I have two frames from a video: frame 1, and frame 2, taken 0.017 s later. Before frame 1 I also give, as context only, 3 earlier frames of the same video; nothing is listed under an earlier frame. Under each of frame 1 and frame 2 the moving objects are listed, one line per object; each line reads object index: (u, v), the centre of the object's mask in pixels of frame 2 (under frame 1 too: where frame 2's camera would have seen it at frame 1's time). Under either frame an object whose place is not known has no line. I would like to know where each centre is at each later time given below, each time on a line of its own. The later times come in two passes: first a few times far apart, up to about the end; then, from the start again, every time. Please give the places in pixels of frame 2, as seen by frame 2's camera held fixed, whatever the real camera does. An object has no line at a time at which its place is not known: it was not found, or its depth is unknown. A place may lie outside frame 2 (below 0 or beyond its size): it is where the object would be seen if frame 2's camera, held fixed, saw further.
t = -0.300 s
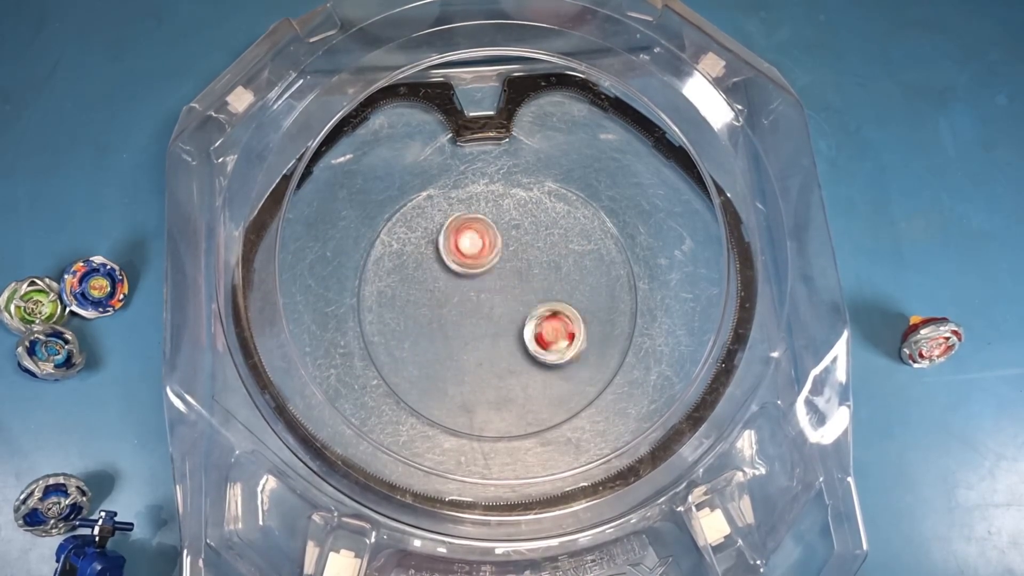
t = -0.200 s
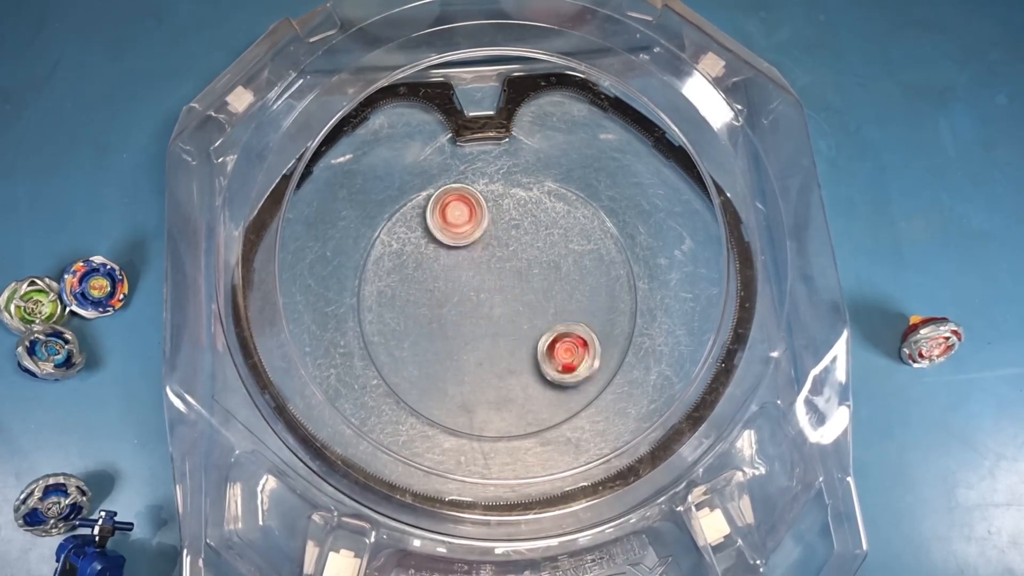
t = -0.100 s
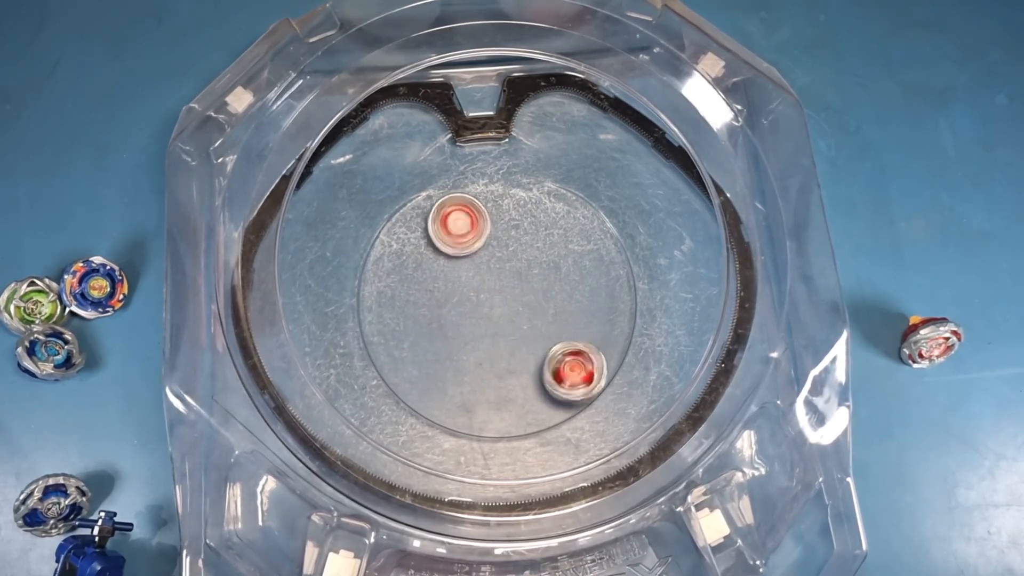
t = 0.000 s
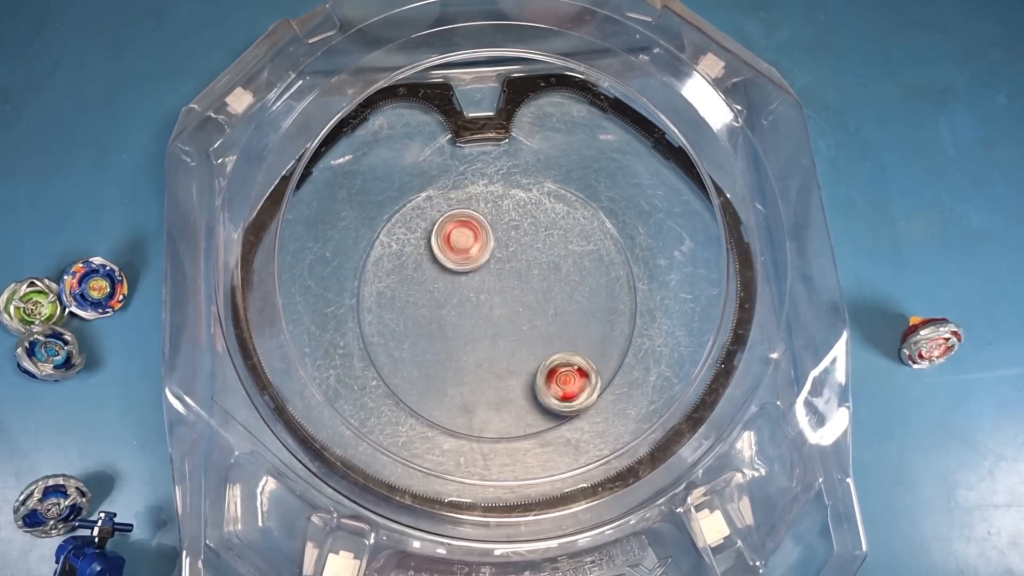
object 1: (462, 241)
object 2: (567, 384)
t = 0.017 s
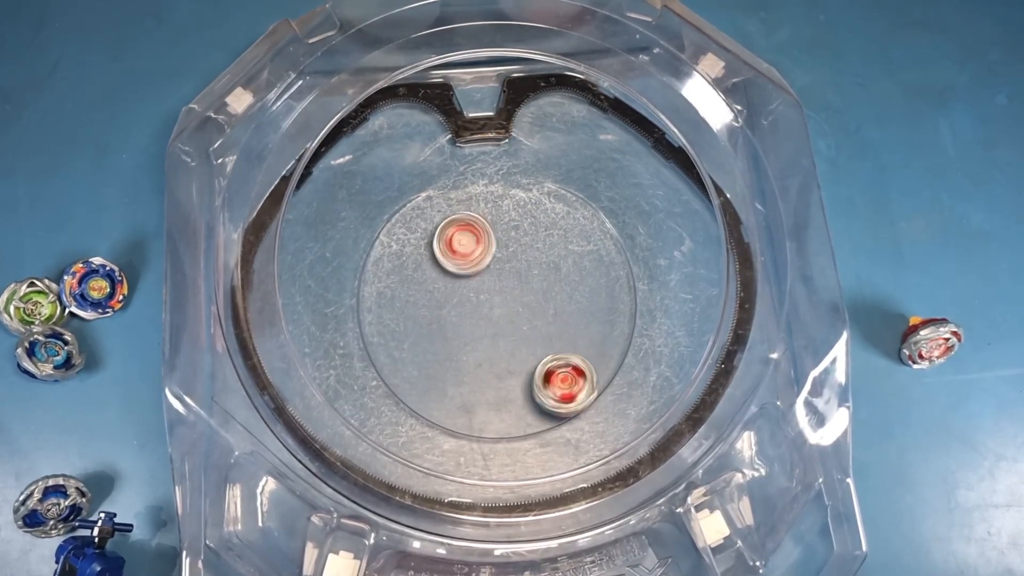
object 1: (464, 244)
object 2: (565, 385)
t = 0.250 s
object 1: (479, 288)
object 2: (512, 362)
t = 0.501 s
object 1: (533, 132)
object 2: (421, 472)
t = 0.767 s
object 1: (536, 146)
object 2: (441, 367)
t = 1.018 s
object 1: (533, 179)
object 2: (519, 268)
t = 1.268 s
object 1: (472, 201)
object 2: (530, 276)
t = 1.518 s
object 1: (419, 213)
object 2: (498, 275)
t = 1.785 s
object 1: (413, 232)
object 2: (504, 276)
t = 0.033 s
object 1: (464, 246)
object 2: (561, 385)
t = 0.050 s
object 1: (466, 250)
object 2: (558, 384)
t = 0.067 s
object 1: (467, 253)
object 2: (554, 383)
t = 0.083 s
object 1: (468, 257)
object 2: (550, 382)
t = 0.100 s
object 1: (470, 259)
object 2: (545, 381)
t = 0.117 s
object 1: (471, 263)
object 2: (541, 379)
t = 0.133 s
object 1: (473, 266)
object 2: (537, 378)
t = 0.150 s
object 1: (473, 269)
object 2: (533, 377)
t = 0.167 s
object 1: (475, 272)
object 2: (529, 374)
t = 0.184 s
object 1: (475, 275)
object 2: (525, 372)
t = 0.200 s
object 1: (477, 279)
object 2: (522, 370)
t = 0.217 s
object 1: (477, 282)
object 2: (518, 368)
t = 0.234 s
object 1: (479, 286)
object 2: (515, 364)
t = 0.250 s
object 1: (479, 288)
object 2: (512, 362)
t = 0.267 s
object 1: (480, 292)
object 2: (509, 359)
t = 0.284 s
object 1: (481, 294)
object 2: (506, 355)
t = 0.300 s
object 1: (484, 289)
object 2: (503, 361)
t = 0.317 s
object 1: (488, 265)
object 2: (491, 390)
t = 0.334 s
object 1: (493, 244)
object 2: (487, 408)
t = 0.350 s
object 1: (498, 224)
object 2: (480, 422)
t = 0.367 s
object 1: (504, 205)
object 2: (472, 434)
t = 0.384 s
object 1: (507, 188)
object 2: (464, 448)
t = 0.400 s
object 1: (514, 174)
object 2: (454, 466)
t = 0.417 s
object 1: (517, 160)
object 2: (446, 481)
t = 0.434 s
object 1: (520, 149)
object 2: (438, 491)
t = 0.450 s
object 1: (523, 140)
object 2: (431, 491)
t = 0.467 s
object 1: (526, 132)
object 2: (429, 487)
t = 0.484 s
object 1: (530, 132)
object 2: (425, 479)
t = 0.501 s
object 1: (533, 132)
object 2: (421, 472)
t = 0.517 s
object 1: (536, 133)
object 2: (417, 465)
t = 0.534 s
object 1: (537, 134)
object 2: (416, 457)
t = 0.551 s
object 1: (540, 136)
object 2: (414, 452)
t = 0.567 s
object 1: (539, 138)
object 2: (410, 442)
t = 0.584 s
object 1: (540, 140)
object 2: (412, 435)
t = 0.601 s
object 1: (540, 142)
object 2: (410, 429)
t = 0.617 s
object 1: (540, 142)
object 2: (410, 425)
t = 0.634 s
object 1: (539, 144)
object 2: (410, 420)
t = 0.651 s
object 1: (539, 143)
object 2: (412, 416)
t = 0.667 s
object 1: (538, 145)
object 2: (413, 413)
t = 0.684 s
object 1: (537, 145)
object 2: (416, 408)
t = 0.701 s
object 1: (538, 145)
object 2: (420, 401)
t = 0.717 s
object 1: (536, 146)
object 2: (424, 392)
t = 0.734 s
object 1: (536, 145)
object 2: (429, 383)
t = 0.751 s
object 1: (536, 147)
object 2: (436, 374)
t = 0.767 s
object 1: (536, 146)
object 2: (441, 367)
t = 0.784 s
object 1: (536, 148)
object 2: (444, 358)
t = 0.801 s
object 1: (536, 147)
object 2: (449, 350)
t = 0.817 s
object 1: (537, 148)
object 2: (455, 342)
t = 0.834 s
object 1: (537, 149)
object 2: (459, 334)
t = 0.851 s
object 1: (538, 149)
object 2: (464, 327)
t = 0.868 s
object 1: (538, 152)
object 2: (470, 319)
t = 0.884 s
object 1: (539, 152)
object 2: (476, 312)
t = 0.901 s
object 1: (540, 156)
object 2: (481, 306)
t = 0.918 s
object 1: (539, 157)
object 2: (486, 300)
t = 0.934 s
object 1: (540, 160)
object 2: (491, 295)
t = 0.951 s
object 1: (538, 163)
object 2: (497, 288)
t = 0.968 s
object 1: (538, 166)
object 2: (503, 283)
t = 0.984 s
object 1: (536, 170)
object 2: (509, 278)
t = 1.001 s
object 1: (535, 174)
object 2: (514, 274)
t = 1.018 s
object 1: (533, 179)
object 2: (519, 268)
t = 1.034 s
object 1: (528, 183)
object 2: (522, 264)
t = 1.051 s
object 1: (526, 188)
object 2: (526, 259)
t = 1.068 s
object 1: (521, 193)
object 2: (529, 255)
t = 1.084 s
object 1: (519, 196)
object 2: (531, 252)
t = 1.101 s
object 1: (515, 196)
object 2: (535, 253)
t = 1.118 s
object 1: (509, 191)
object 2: (538, 257)
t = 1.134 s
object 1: (504, 191)
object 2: (540, 260)
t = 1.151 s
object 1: (500, 190)
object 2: (541, 262)
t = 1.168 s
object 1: (498, 190)
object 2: (541, 265)
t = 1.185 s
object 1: (493, 192)
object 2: (540, 267)
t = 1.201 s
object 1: (490, 194)
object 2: (539, 269)
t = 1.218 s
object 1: (486, 196)
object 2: (538, 272)
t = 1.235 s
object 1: (481, 198)
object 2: (535, 274)
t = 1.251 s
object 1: (478, 199)
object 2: (533, 276)
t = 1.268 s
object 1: (472, 201)
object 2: (530, 276)
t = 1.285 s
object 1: (469, 202)
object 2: (528, 277)
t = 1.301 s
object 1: (464, 204)
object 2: (526, 277)
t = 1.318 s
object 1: (461, 204)
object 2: (524, 277)
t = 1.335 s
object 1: (457, 205)
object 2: (523, 277)
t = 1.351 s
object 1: (452, 207)
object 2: (521, 277)
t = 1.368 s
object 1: (449, 207)
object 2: (520, 277)
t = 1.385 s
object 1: (445, 208)
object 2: (518, 277)
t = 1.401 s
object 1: (441, 208)
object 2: (516, 277)
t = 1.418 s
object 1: (438, 209)
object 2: (514, 277)
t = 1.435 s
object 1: (433, 210)
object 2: (512, 277)
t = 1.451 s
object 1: (431, 210)
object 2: (509, 277)
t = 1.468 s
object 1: (427, 211)
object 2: (506, 277)
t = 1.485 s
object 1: (425, 211)
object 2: (503, 277)
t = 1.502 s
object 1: (423, 212)
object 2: (500, 276)
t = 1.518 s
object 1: (419, 213)
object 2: (498, 275)
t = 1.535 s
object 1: (418, 213)
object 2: (496, 274)
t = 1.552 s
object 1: (416, 214)
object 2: (495, 274)
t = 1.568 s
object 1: (415, 214)
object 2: (494, 274)
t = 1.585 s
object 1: (414, 216)
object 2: (494, 275)
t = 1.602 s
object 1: (412, 217)
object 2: (494, 275)
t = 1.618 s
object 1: (412, 217)
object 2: (495, 276)
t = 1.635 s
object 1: (412, 220)
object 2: (497, 276)
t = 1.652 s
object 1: (411, 220)
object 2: (499, 276)
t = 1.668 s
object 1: (412, 222)
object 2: (501, 276)
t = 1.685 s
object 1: (411, 224)
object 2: (503, 276)
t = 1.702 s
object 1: (412, 225)
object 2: (504, 276)
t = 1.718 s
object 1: (411, 228)
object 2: (506, 276)
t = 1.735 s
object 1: (411, 228)
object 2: (506, 276)
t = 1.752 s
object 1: (412, 230)
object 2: (506, 276)
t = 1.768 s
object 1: (412, 231)
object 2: (505, 276)
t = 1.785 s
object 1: (413, 232)
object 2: (504, 276)
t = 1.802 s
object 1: (414, 234)
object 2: (502, 276)
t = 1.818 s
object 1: (414, 234)
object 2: (501, 275)
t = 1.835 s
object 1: (415, 235)
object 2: (499, 275)
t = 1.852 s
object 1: (416, 237)
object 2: (498, 274)
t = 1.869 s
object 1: (418, 238)
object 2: (497, 274)
